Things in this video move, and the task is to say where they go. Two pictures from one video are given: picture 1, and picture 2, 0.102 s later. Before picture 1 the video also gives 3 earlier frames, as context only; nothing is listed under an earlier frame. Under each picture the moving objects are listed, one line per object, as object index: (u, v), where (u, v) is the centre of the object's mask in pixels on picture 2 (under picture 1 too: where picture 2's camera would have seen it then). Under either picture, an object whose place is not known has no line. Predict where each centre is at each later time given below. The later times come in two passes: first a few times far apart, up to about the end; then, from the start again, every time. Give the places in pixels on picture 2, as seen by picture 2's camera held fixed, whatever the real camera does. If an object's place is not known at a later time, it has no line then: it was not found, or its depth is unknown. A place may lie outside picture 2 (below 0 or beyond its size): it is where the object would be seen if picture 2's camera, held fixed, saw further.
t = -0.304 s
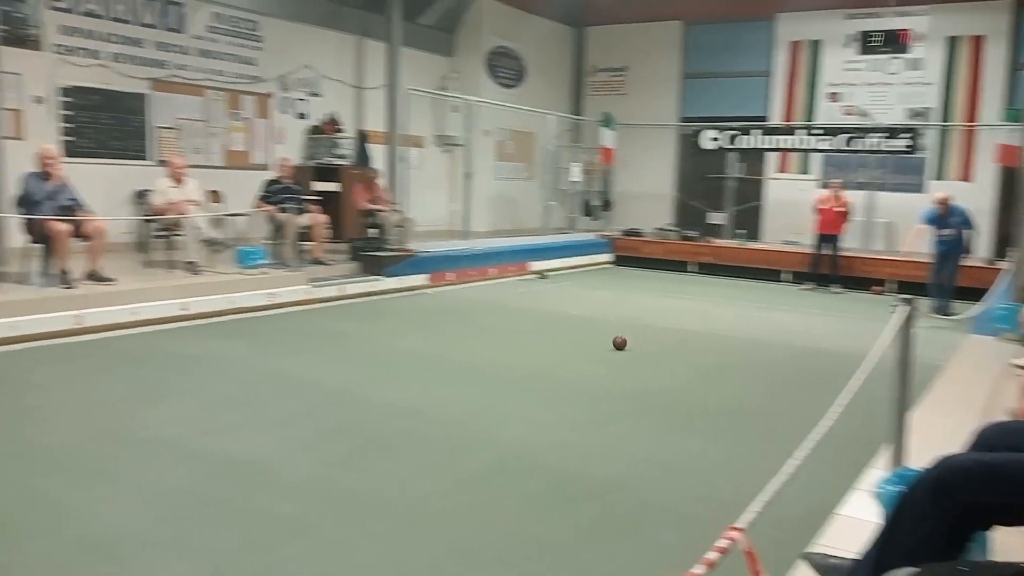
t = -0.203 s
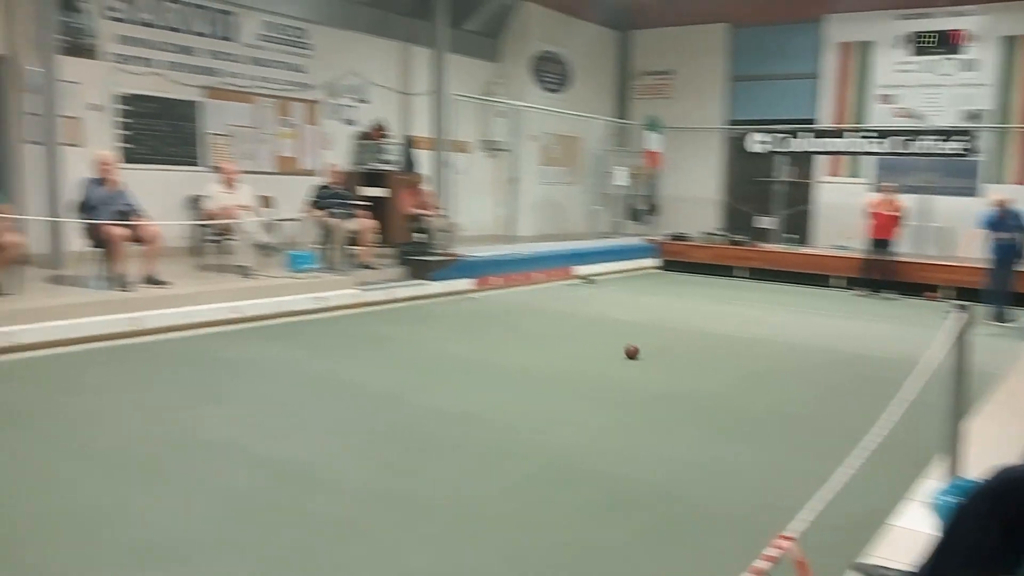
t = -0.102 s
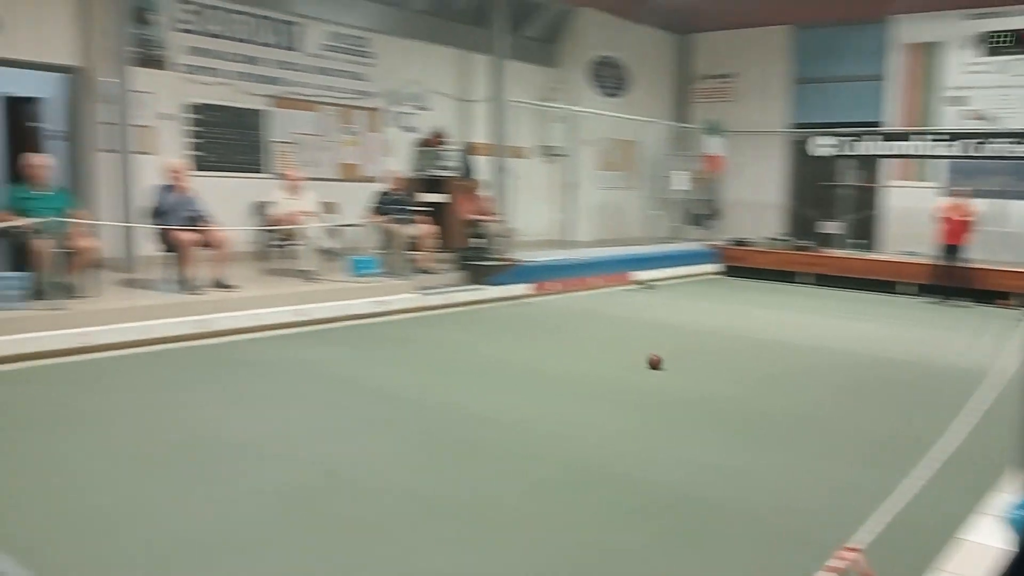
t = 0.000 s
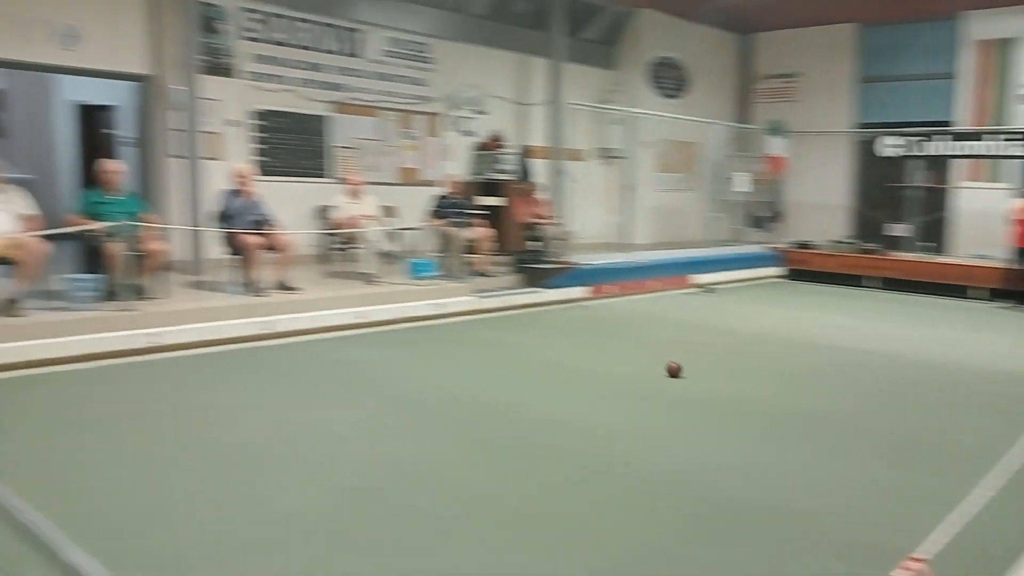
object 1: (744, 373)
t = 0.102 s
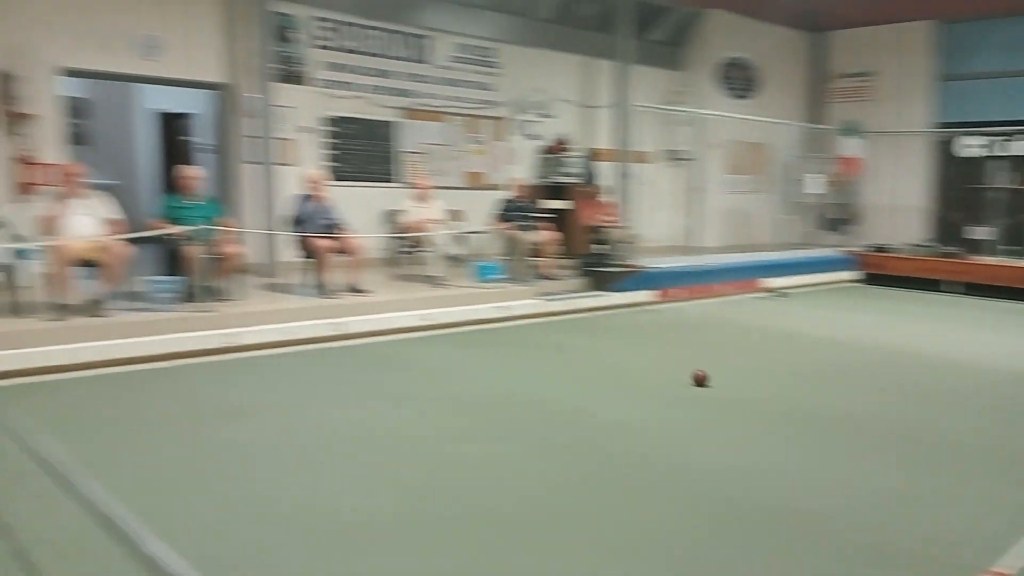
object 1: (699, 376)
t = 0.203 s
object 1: (656, 378)
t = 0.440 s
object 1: (542, 385)
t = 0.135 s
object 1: (685, 377)
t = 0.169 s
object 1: (671, 378)
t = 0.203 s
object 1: (656, 378)
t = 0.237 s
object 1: (640, 379)
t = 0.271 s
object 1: (624, 380)
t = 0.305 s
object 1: (608, 381)
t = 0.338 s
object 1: (592, 382)
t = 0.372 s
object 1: (576, 383)
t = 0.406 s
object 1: (559, 384)
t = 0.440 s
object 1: (542, 385)
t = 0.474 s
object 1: (525, 386)
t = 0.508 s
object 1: (508, 387)
